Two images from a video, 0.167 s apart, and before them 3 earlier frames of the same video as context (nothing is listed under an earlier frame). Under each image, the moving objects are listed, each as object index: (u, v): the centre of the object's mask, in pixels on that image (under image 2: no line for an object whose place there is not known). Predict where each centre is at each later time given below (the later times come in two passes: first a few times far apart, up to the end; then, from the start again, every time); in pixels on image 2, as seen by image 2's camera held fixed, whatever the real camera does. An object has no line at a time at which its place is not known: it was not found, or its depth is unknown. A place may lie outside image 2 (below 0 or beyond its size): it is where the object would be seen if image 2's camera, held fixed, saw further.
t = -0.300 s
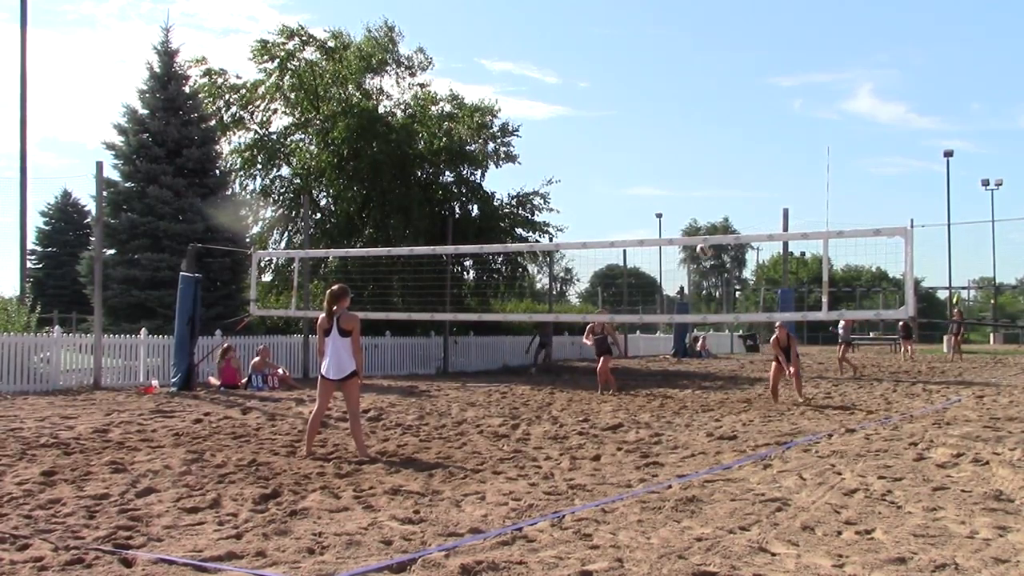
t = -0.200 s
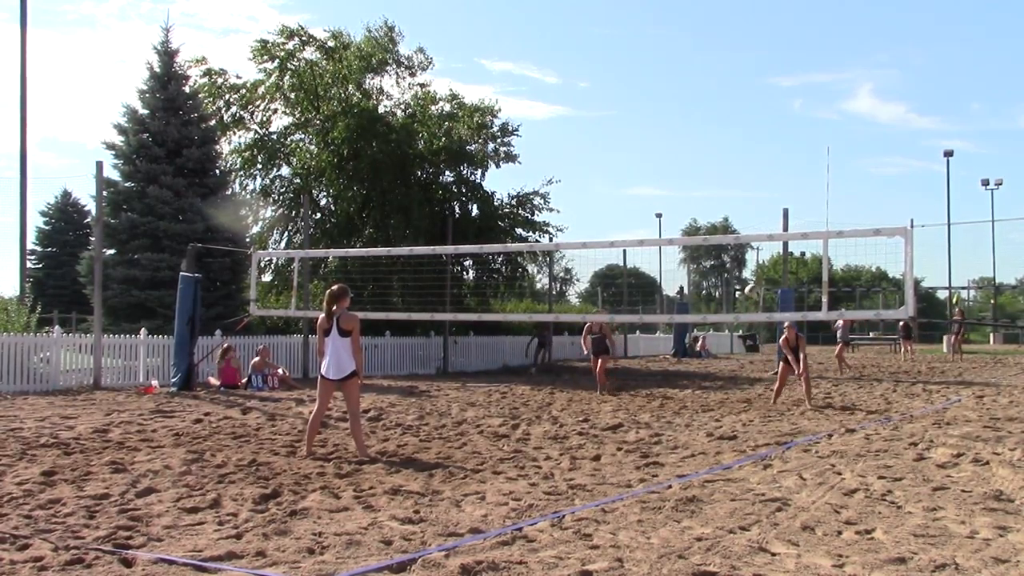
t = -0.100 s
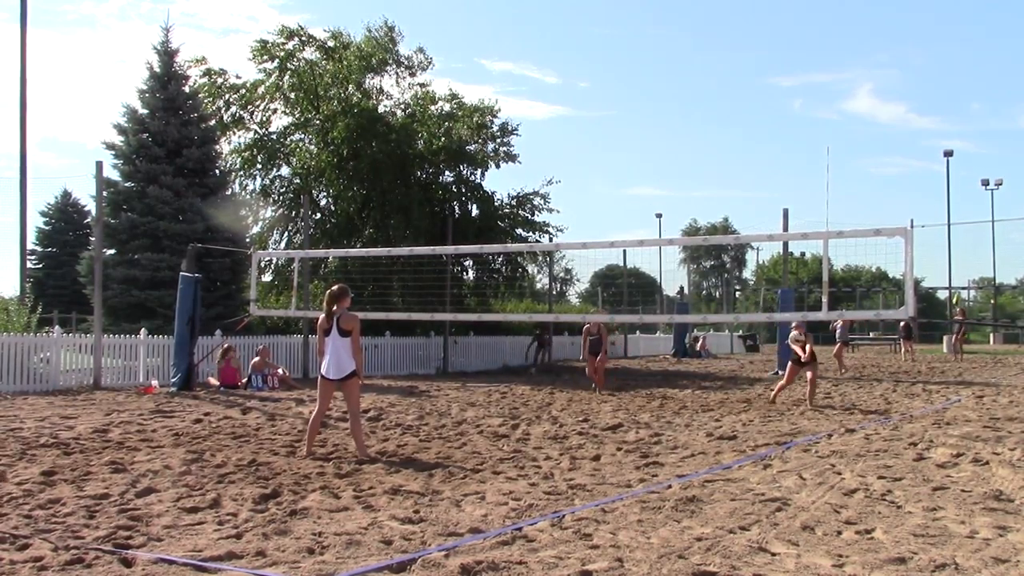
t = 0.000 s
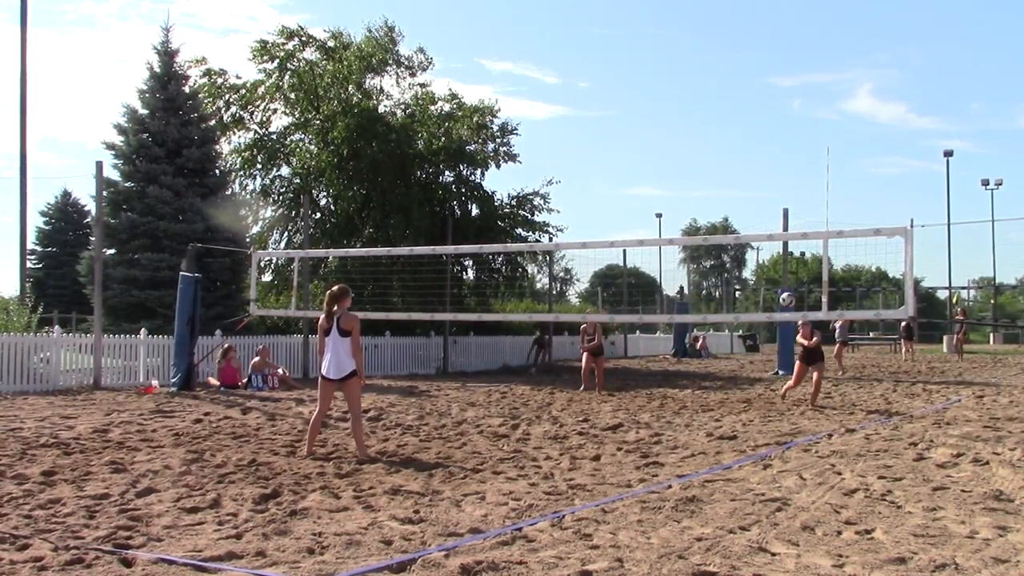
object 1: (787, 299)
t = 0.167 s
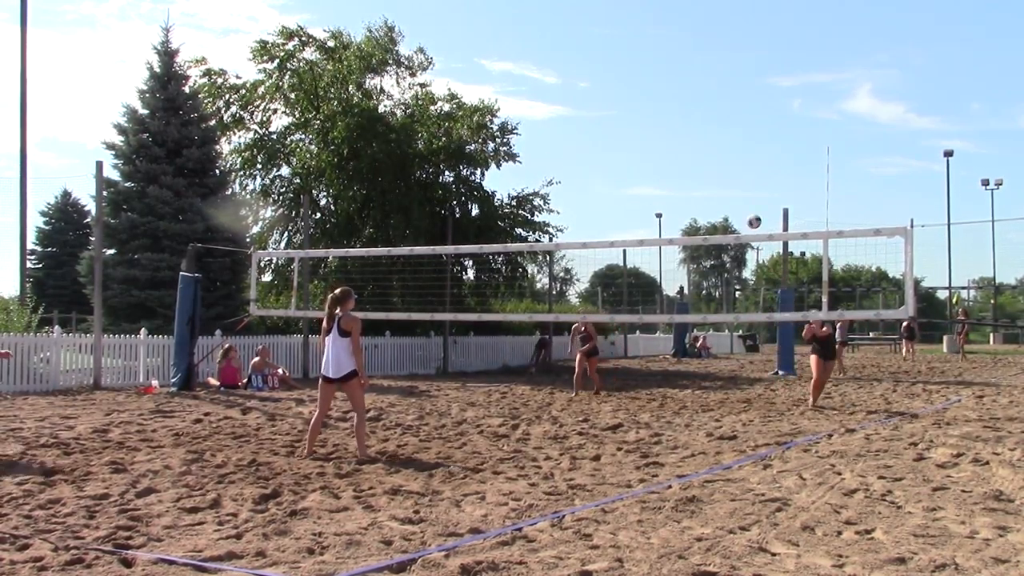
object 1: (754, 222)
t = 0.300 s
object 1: (728, 174)
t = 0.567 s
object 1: (676, 116)
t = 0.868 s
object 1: (619, 108)
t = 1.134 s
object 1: (570, 151)
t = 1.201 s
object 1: (557, 168)
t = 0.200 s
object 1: (747, 208)
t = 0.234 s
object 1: (740, 196)
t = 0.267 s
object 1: (734, 184)
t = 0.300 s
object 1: (728, 174)
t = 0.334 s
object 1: (721, 163)
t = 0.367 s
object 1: (714, 154)
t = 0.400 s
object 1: (708, 146)
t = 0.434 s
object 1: (701, 139)
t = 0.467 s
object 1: (695, 131)
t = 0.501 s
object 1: (688, 126)
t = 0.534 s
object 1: (682, 120)
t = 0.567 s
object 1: (676, 116)
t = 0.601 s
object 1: (669, 112)
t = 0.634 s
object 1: (663, 109)
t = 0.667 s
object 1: (656, 107)
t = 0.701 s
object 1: (650, 105)
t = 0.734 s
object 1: (644, 104)
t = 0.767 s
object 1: (638, 104)
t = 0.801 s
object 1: (632, 105)
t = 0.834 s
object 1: (625, 106)
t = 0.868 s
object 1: (619, 108)
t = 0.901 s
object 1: (613, 111)
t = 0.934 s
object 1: (607, 114)
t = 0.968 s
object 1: (600, 119)
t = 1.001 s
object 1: (594, 124)
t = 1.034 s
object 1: (588, 129)
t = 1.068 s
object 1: (582, 136)
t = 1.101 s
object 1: (576, 143)
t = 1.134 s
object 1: (570, 151)
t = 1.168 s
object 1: (563, 159)
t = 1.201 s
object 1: (557, 168)
